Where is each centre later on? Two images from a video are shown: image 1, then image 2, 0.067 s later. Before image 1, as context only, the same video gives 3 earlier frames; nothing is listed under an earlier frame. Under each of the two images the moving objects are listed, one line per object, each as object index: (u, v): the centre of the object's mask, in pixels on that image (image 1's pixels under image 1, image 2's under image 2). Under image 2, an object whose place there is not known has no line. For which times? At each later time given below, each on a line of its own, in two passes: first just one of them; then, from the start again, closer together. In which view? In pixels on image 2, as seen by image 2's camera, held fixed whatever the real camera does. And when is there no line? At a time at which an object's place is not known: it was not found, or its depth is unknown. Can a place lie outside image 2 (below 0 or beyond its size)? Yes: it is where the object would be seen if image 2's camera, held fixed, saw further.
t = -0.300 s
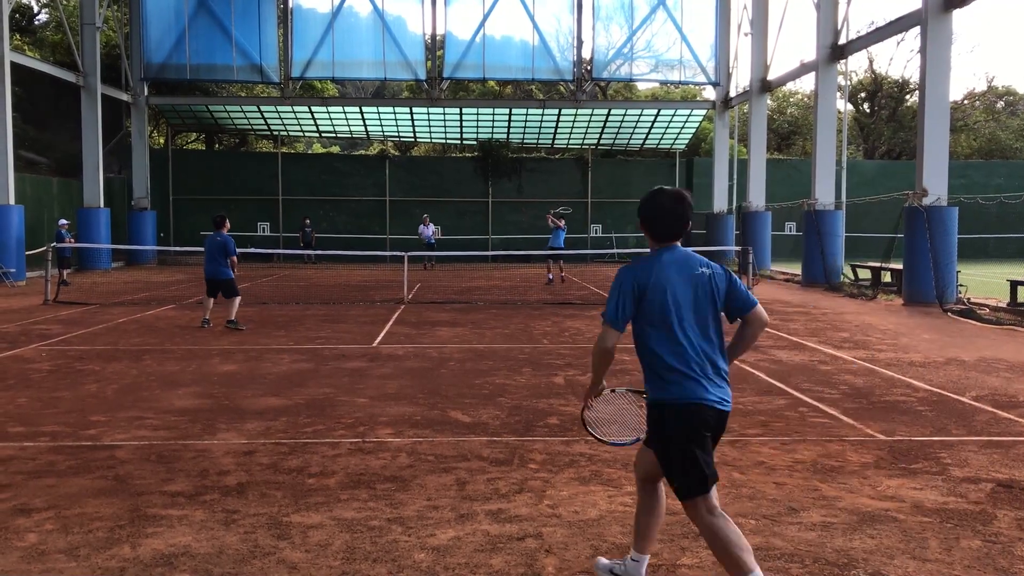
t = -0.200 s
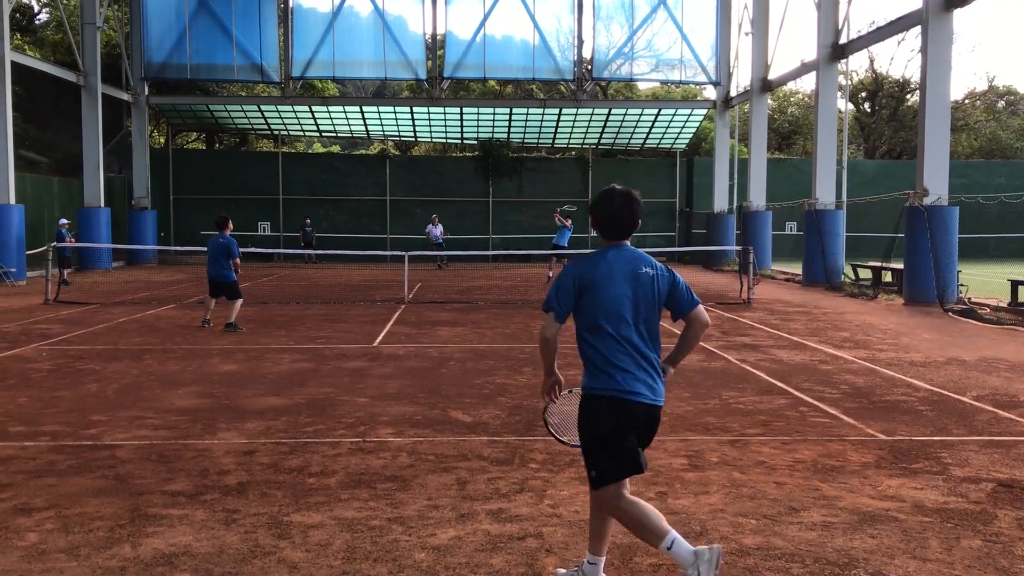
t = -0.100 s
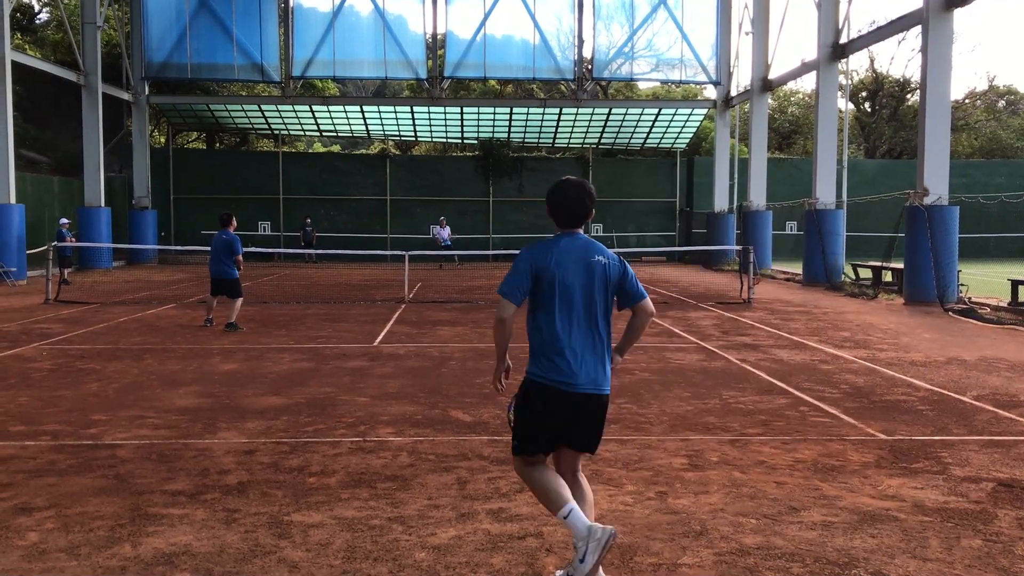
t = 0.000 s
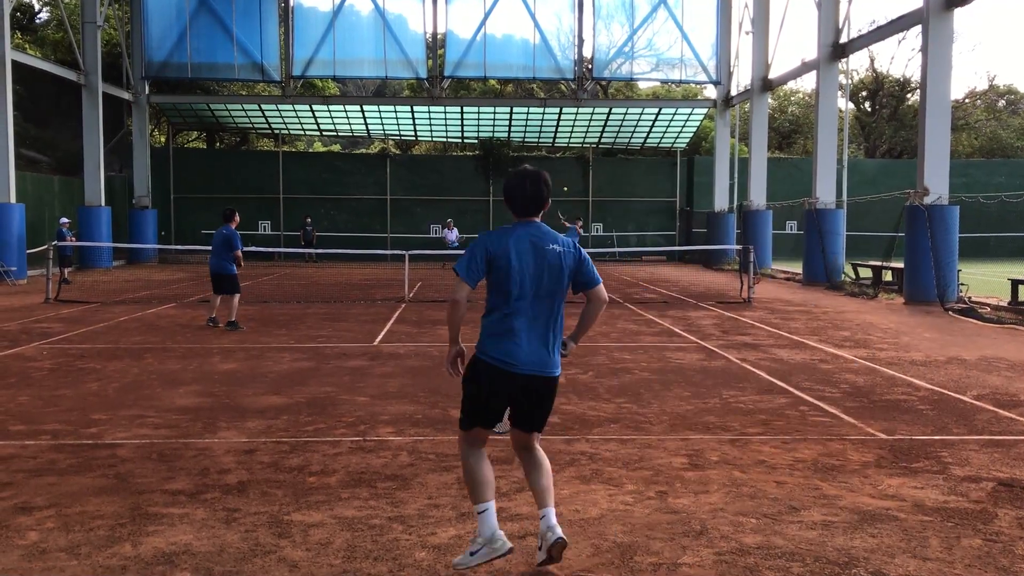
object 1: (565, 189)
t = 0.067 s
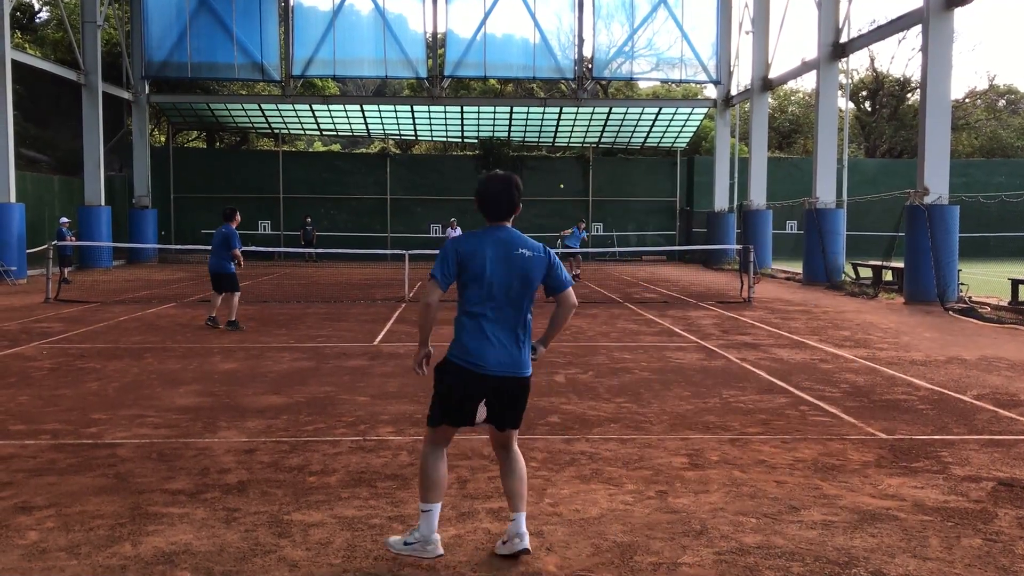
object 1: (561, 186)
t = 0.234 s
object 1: (551, 189)
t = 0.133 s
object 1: (557, 185)
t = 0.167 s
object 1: (555, 186)
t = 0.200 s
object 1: (553, 188)
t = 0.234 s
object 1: (551, 189)
